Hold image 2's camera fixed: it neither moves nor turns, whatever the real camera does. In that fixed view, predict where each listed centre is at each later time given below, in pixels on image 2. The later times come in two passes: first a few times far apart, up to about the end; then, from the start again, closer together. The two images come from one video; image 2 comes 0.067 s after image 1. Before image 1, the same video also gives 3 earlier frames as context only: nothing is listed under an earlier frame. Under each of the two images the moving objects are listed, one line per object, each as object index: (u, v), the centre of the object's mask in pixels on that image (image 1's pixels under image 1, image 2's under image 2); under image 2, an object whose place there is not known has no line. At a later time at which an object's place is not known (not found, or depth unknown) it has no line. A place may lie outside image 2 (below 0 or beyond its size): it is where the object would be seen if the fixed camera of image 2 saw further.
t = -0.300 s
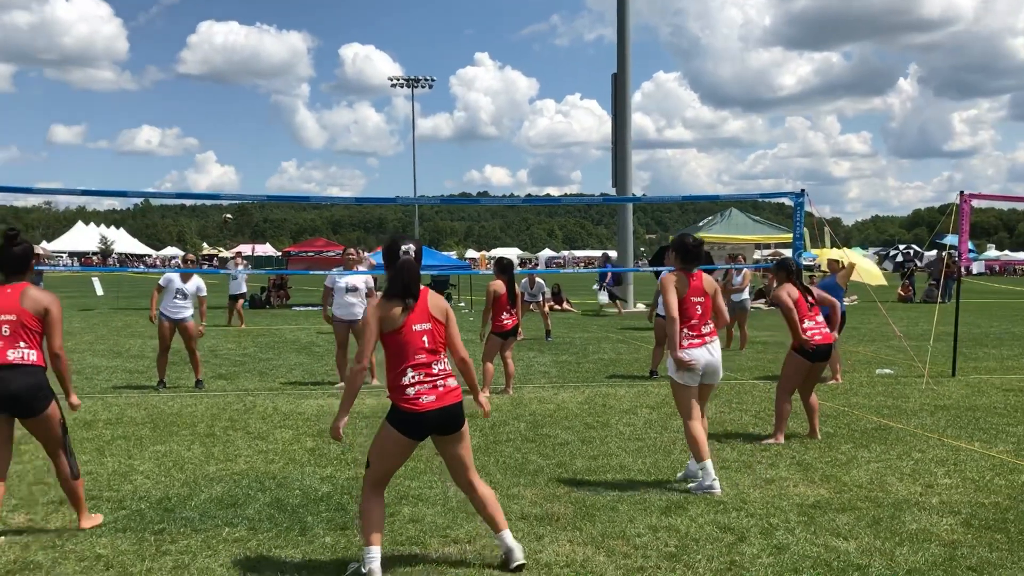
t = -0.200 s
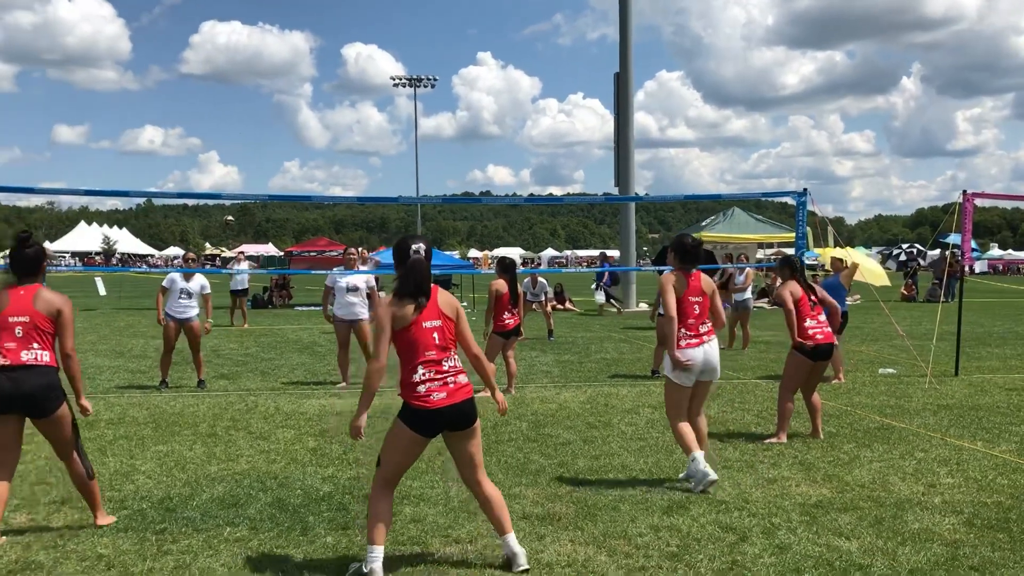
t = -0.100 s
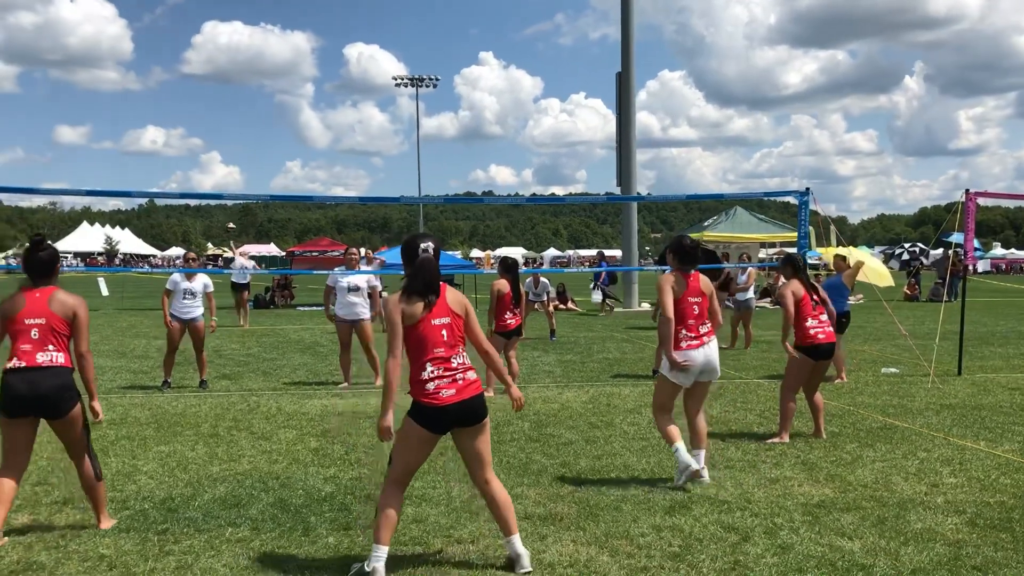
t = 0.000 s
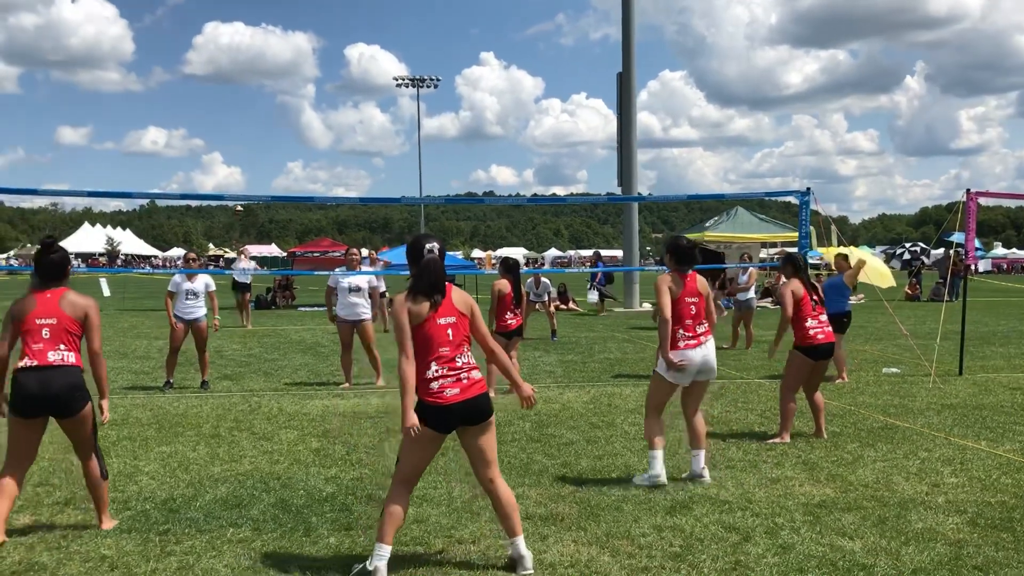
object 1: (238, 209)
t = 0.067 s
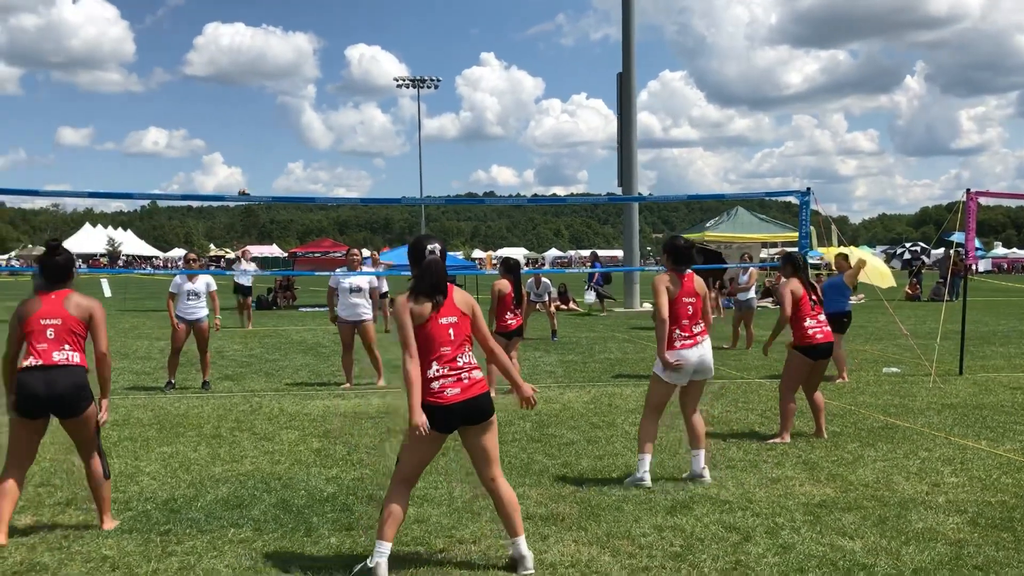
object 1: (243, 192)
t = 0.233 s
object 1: (259, 153)
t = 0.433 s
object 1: (281, 117)
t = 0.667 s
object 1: (324, 96)
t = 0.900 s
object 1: (385, 128)
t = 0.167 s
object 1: (252, 169)
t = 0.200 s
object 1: (256, 161)
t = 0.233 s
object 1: (259, 153)
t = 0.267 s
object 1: (262, 146)
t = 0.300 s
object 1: (266, 139)
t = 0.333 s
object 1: (269, 133)
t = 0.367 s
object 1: (273, 128)
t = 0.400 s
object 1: (277, 122)
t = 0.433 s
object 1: (281, 117)
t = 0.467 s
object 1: (287, 113)
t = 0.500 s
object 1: (292, 109)
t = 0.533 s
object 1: (298, 105)
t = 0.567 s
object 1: (304, 102)
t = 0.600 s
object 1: (310, 99)
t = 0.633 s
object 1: (317, 97)
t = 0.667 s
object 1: (324, 96)
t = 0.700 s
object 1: (331, 96)
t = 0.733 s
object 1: (339, 98)
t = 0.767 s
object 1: (347, 100)
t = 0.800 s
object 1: (355, 104)
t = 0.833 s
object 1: (364, 110)
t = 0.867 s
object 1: (374, 118)
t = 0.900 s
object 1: (385, 128)
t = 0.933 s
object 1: (396, 140)
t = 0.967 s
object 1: (409, 156)
